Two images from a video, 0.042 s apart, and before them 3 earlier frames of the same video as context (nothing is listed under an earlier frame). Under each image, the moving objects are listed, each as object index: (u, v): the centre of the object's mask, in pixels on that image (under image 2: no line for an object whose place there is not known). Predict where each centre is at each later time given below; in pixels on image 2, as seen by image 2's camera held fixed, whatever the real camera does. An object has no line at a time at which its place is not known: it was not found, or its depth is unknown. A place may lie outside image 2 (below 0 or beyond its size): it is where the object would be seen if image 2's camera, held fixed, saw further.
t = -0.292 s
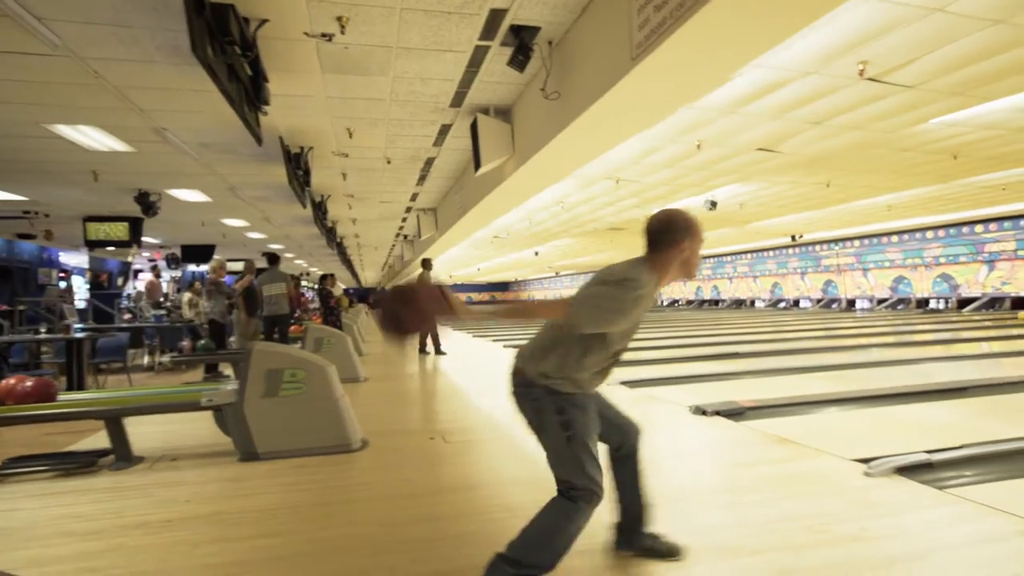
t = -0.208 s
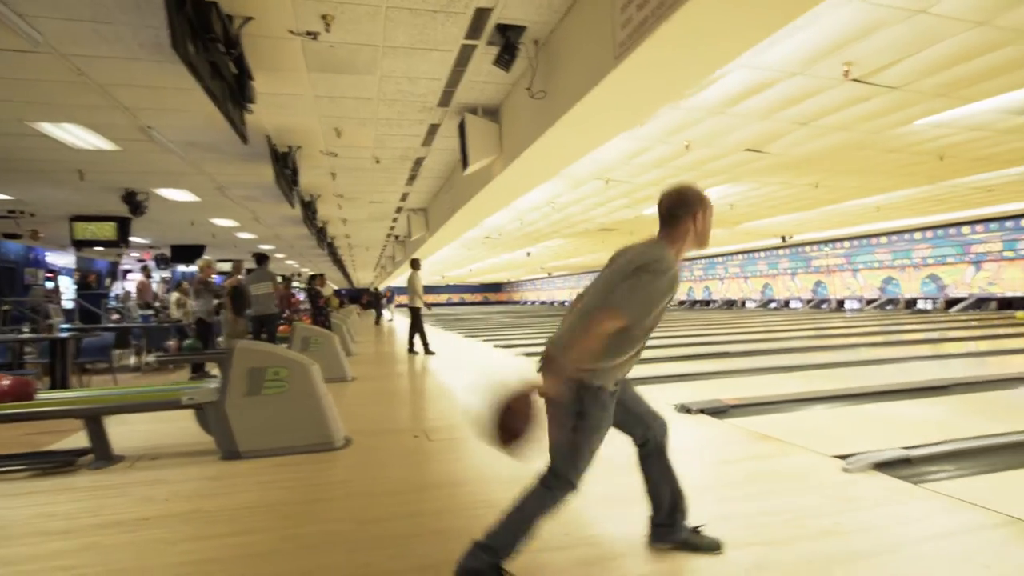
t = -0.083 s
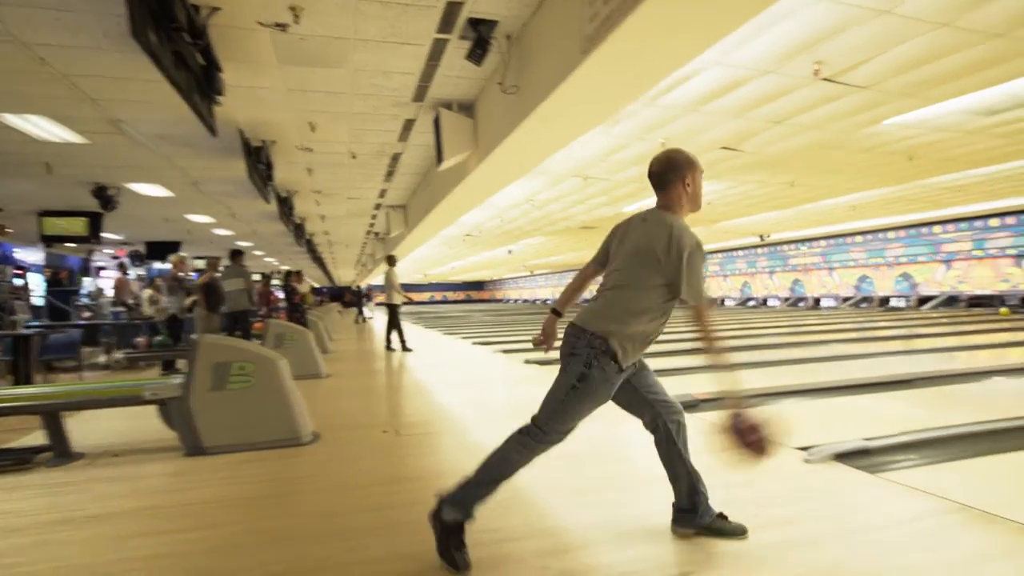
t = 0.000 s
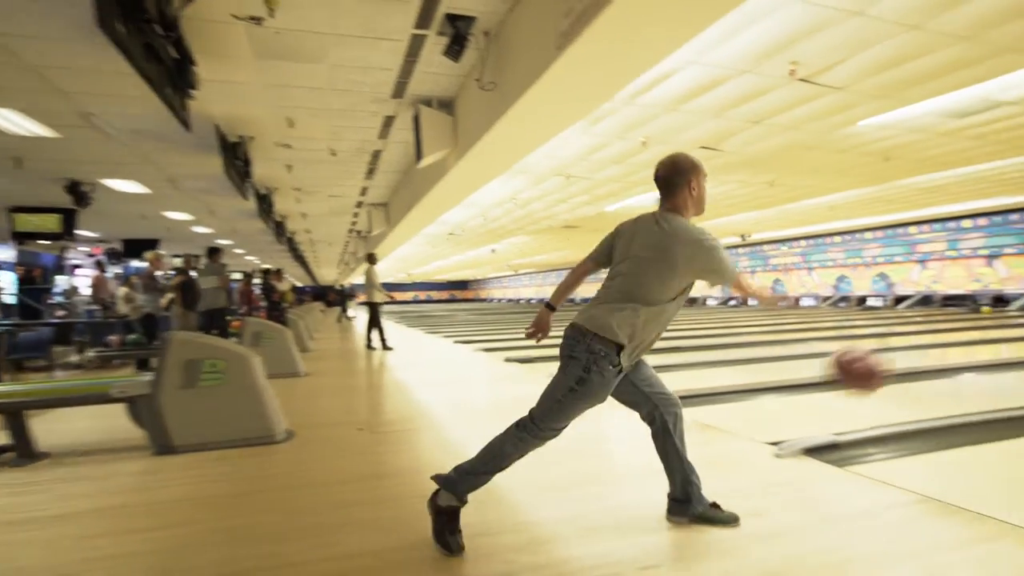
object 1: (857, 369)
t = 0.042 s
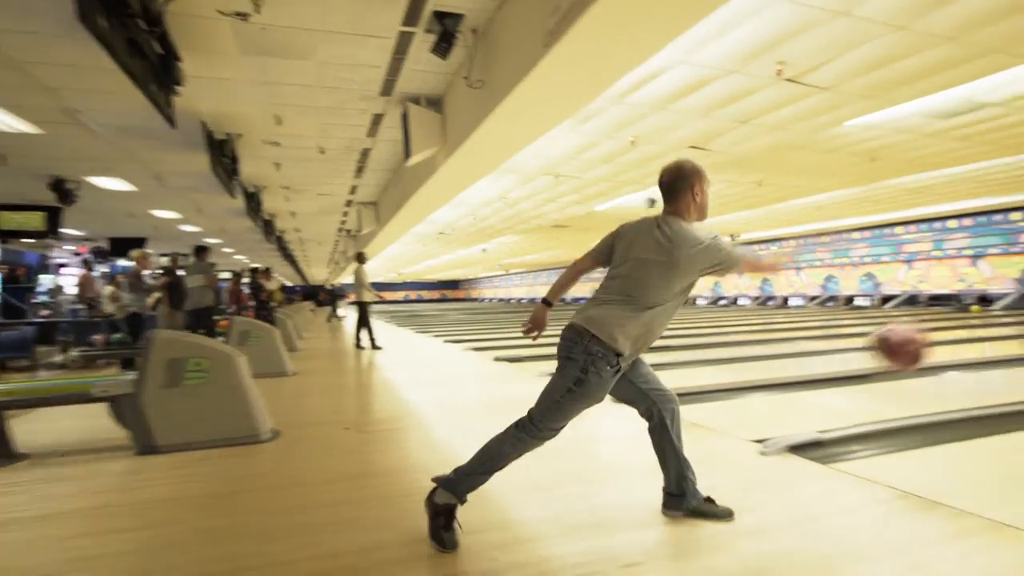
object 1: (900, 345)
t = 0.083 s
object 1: (951, 328)
